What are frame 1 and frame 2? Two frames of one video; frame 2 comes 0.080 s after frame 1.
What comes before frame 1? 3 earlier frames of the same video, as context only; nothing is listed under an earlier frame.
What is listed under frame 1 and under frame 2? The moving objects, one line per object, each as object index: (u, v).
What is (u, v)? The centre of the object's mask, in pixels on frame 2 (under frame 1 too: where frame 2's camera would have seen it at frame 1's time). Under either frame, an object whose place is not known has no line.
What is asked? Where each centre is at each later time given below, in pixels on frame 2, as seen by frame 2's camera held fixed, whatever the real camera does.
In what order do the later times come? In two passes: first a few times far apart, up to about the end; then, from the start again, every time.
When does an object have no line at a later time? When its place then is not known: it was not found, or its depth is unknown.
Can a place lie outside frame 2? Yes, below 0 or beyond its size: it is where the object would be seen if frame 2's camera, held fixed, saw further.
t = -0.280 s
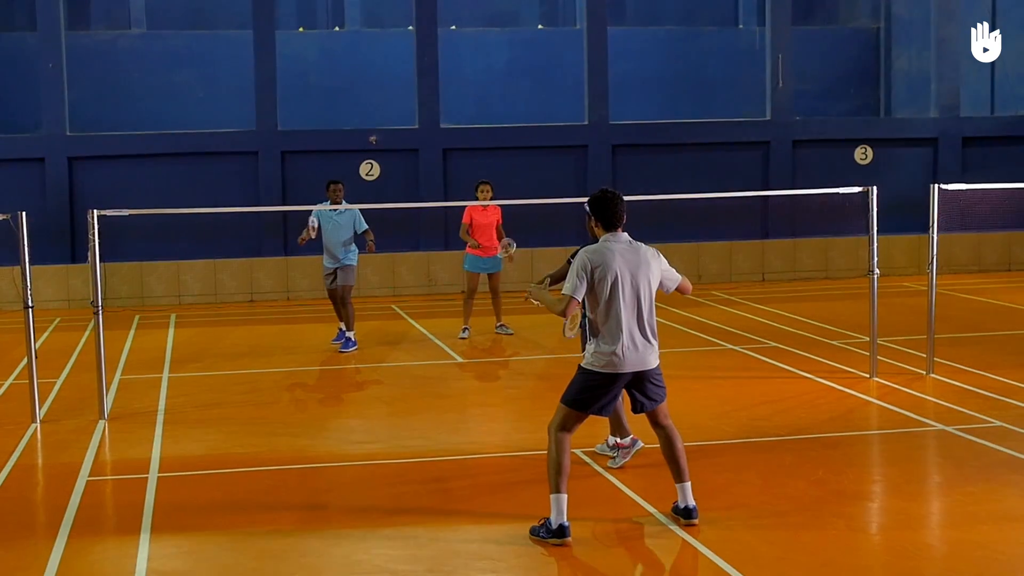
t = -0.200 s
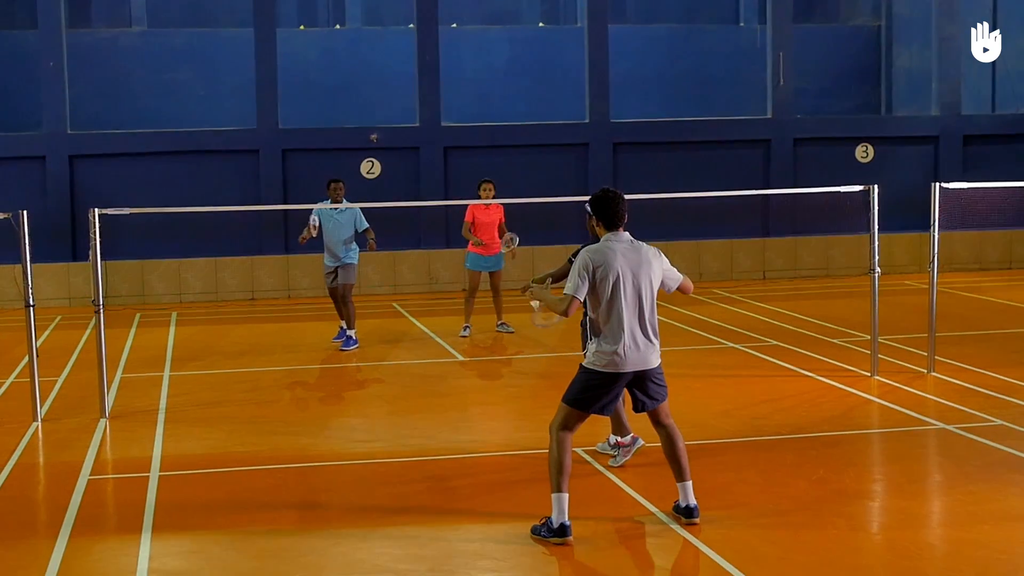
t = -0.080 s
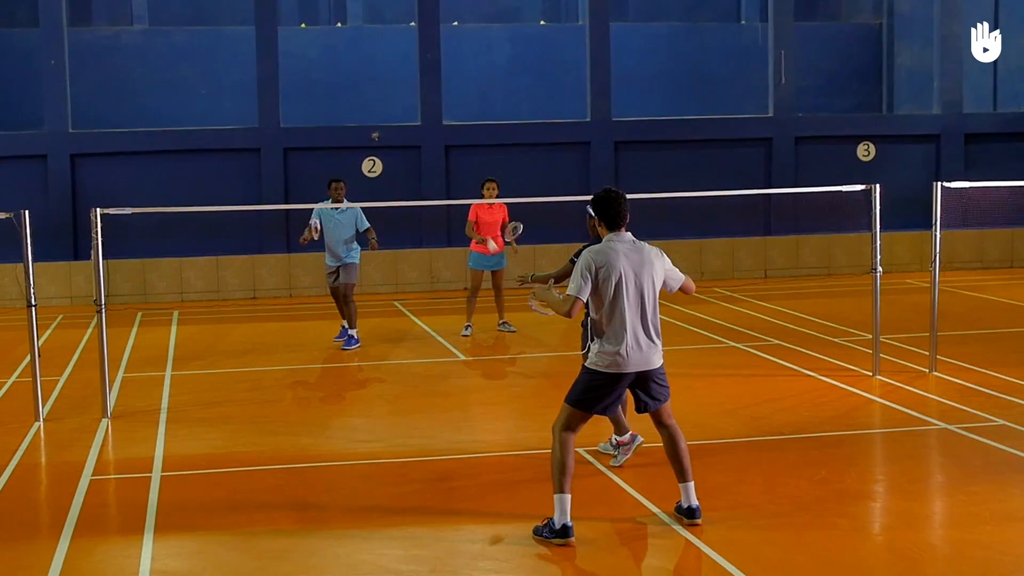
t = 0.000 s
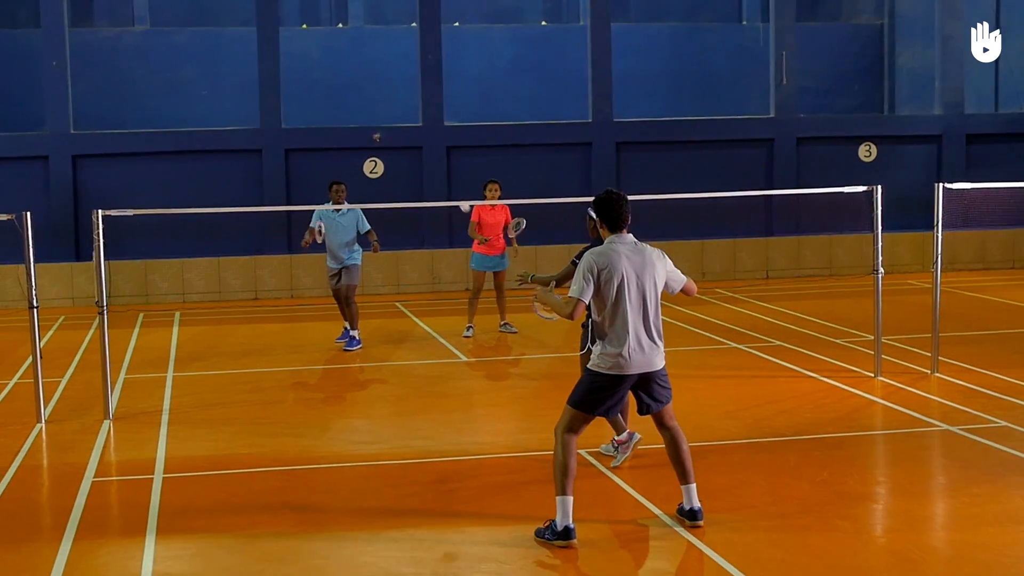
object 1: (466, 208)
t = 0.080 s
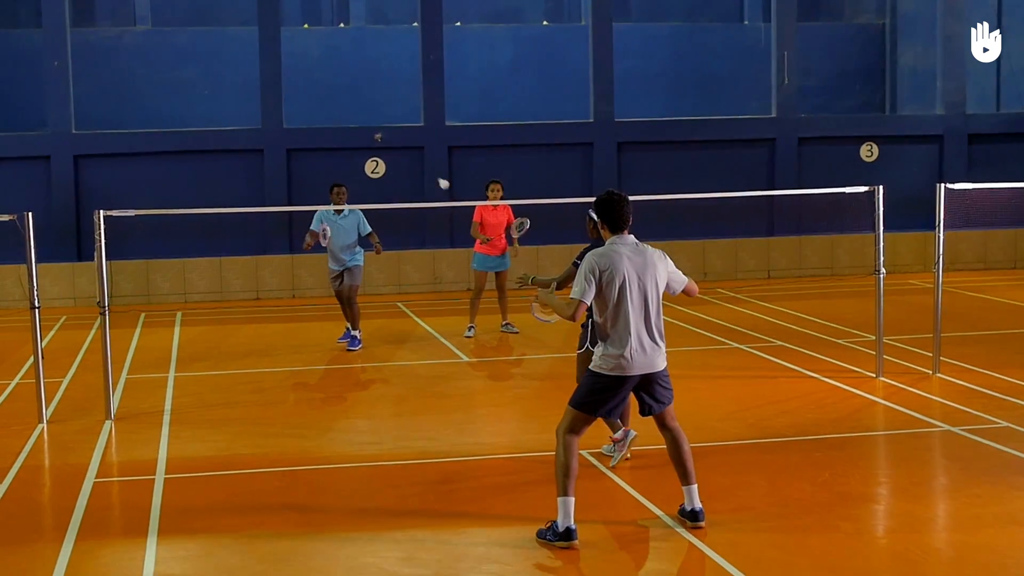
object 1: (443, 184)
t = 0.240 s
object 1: (405, 156)
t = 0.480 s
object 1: (364, 155)
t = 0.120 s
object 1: (433, 174)
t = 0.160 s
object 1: (423, 167)
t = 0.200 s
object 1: (413, 160)
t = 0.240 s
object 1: (405, 156)
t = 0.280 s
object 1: (397, 152)
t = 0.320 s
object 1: (390, 151)
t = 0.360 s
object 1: (383, 150)
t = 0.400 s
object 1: (376, 151)
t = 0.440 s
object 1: (370, 152)
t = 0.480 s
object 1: (364, 155)
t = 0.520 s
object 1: (358, 159)
